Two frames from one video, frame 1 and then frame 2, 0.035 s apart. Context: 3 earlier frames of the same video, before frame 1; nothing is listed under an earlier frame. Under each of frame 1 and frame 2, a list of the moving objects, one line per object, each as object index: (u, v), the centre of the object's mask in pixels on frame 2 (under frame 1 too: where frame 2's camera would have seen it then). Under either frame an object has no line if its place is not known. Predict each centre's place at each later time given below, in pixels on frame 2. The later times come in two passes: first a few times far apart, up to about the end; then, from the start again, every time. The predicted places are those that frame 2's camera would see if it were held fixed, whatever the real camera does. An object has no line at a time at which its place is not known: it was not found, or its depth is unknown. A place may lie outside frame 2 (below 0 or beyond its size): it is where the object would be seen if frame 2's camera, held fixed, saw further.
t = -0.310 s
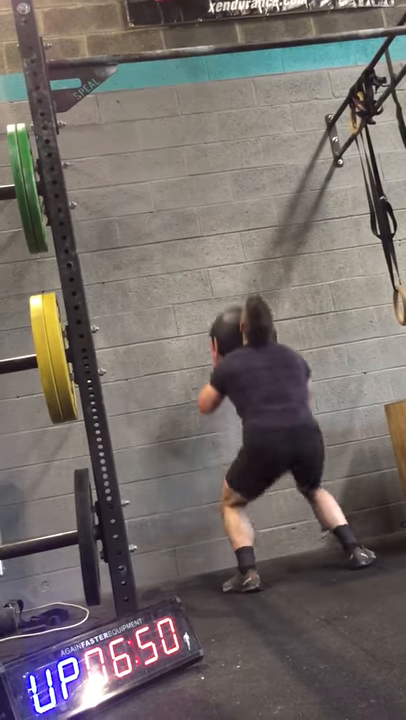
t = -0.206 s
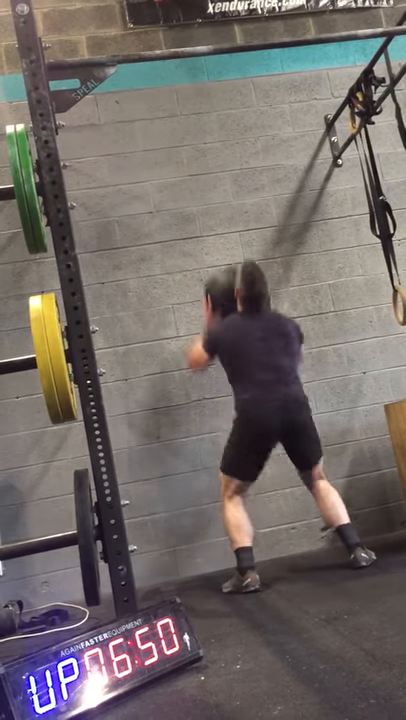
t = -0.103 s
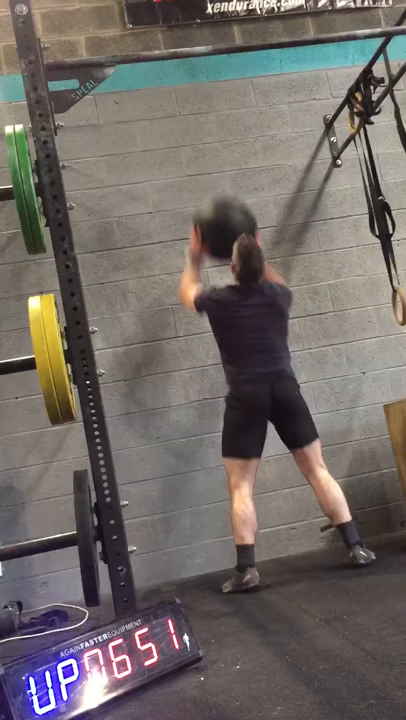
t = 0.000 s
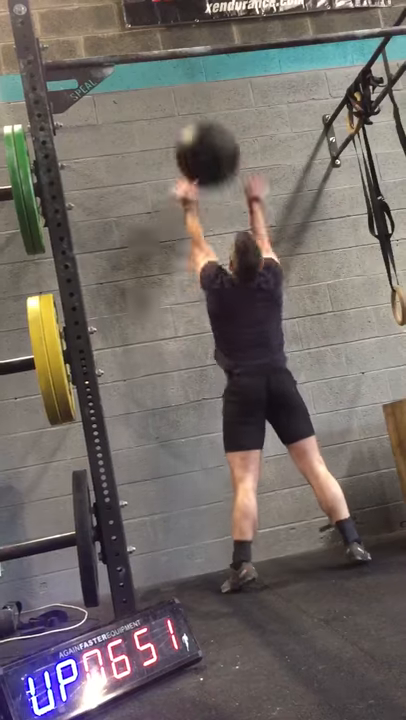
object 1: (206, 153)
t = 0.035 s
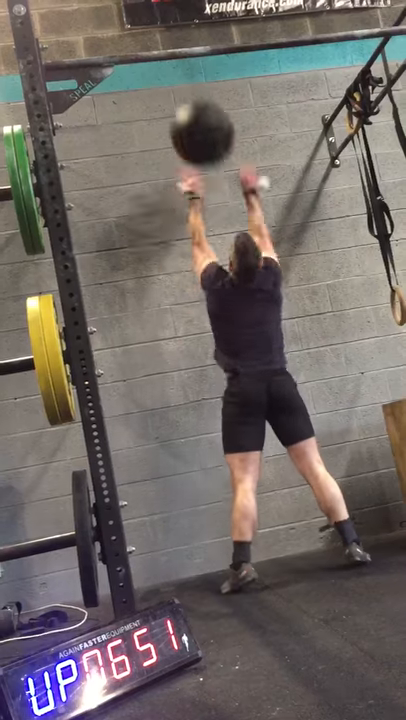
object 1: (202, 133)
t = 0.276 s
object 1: (178, 37)
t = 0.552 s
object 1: (177, 36)
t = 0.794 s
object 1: (196, 114)
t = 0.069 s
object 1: (197, 113)
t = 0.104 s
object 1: (193, 96)
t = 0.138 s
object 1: (190, 84)
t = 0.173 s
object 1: (186, 70)
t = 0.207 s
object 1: (182, 60)
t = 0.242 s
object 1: (180, 46)
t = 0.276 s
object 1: (178, 37)
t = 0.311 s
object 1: (176, 27)
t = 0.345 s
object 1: (174, 25)
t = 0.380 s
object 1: (173, 25)
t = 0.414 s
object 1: (173, 25)
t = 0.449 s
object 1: (173, 26)
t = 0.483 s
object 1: (174, 27)
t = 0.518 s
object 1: (175, 28)
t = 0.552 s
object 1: (177, 36)
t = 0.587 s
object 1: (179, 43)
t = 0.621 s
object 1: (181, 48)
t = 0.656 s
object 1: (183, 65)
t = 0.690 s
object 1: (187, 79)
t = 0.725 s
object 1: (189, 86)
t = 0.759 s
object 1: (192, 99)
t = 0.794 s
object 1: (196, 114)
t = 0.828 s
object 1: (200, 132)
